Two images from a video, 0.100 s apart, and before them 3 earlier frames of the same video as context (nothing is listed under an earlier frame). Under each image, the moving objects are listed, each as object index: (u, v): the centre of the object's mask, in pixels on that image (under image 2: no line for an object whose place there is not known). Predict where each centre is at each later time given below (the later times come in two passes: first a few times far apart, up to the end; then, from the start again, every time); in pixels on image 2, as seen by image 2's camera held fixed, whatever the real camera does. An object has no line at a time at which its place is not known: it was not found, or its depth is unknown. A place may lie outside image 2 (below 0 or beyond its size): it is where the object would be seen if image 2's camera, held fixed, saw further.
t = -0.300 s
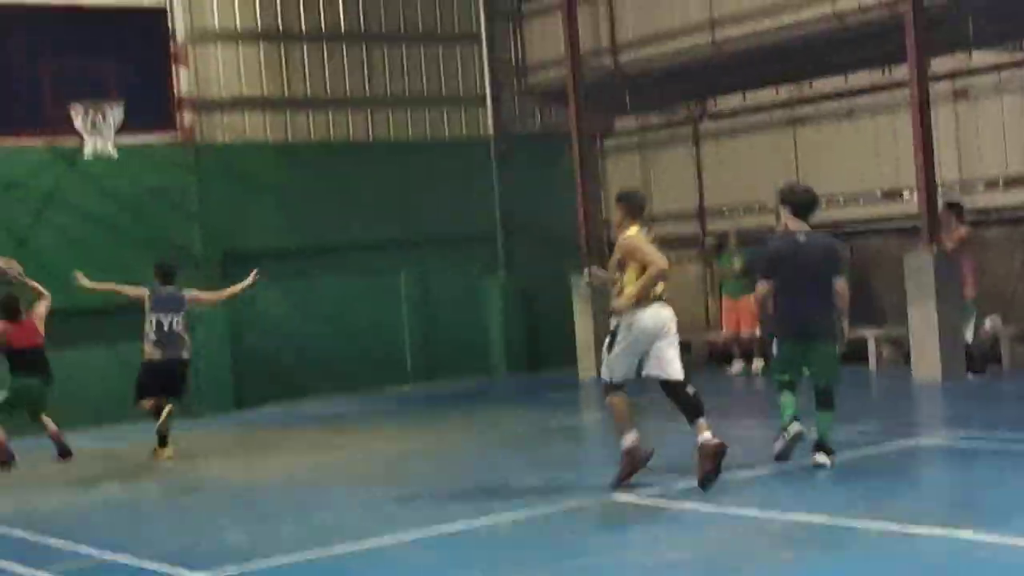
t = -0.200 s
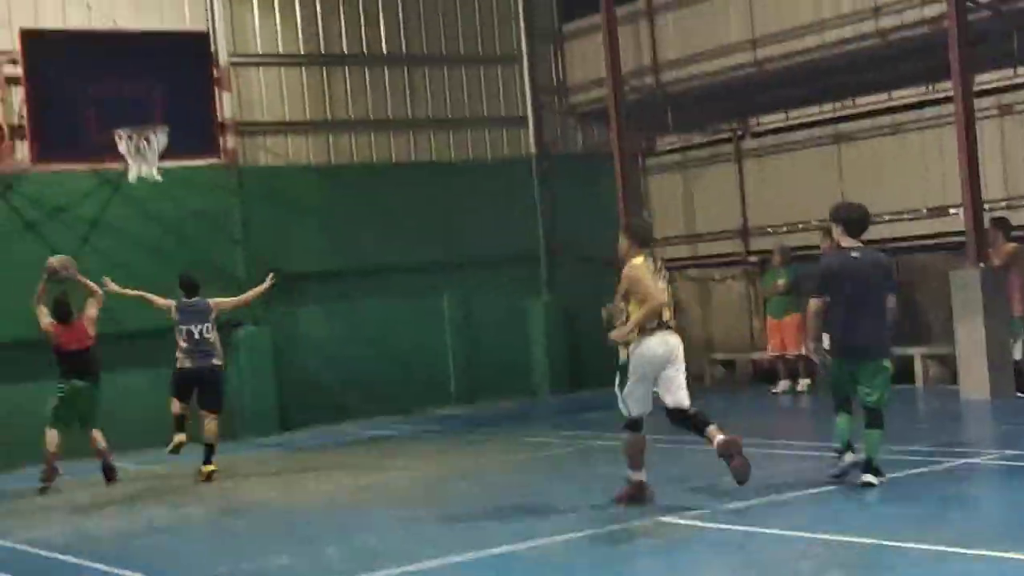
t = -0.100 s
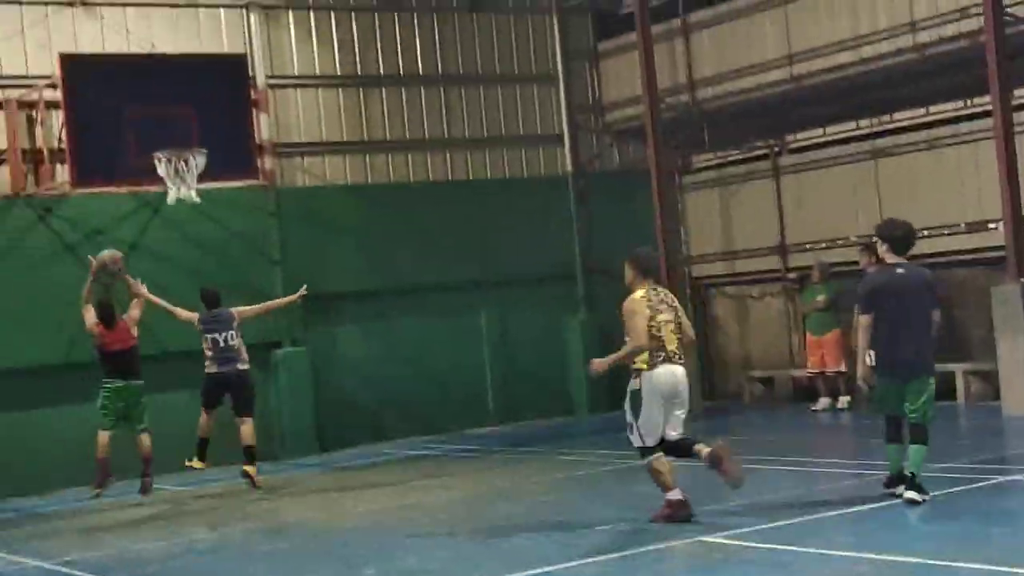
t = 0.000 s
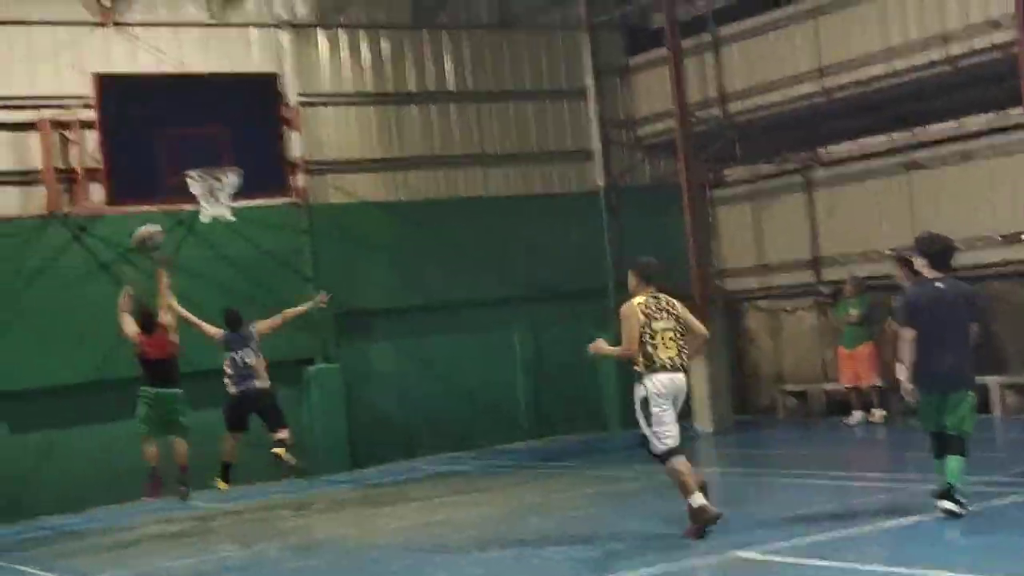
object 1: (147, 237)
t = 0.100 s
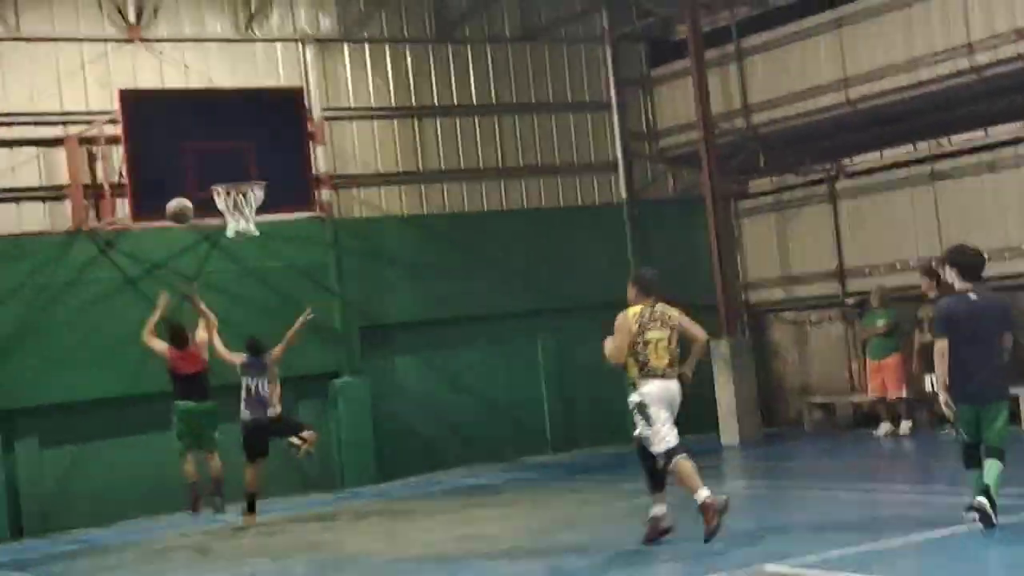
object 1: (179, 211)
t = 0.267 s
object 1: (193, 168)
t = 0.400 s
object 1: (214, 162)
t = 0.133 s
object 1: (181, 198)
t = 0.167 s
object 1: (184, 187)
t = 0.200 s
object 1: (185, 179)
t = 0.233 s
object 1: (188, 173)
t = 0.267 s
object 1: (193, 168)
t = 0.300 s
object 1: (198, 164)
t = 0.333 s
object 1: (203, 163)
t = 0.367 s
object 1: (208, 162)
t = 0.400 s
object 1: (214, 162)
